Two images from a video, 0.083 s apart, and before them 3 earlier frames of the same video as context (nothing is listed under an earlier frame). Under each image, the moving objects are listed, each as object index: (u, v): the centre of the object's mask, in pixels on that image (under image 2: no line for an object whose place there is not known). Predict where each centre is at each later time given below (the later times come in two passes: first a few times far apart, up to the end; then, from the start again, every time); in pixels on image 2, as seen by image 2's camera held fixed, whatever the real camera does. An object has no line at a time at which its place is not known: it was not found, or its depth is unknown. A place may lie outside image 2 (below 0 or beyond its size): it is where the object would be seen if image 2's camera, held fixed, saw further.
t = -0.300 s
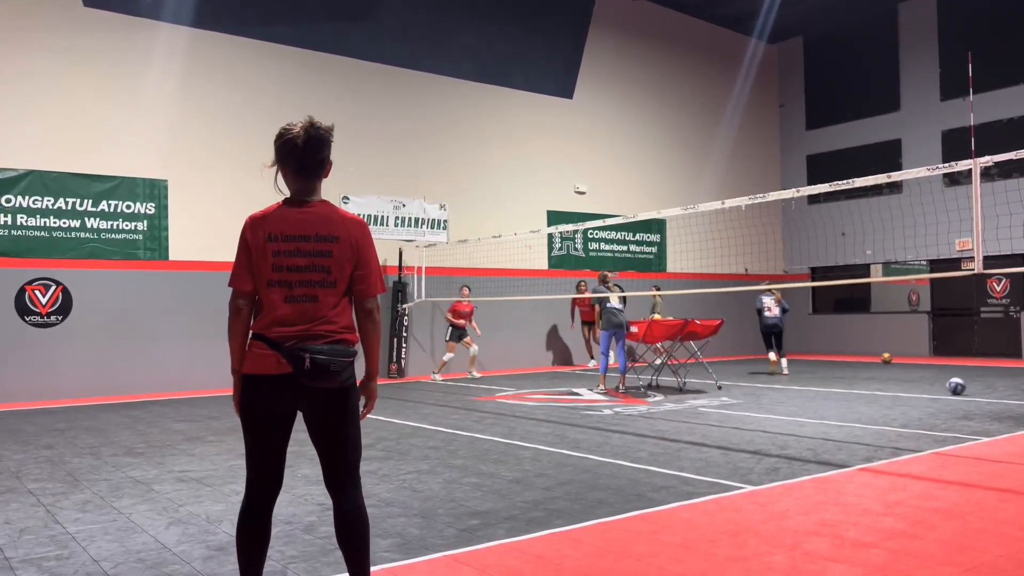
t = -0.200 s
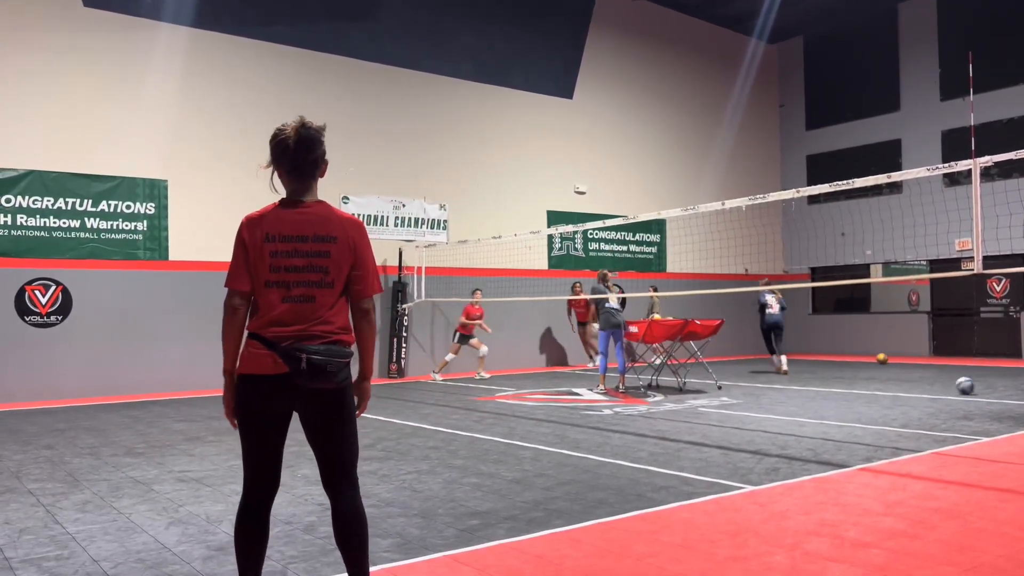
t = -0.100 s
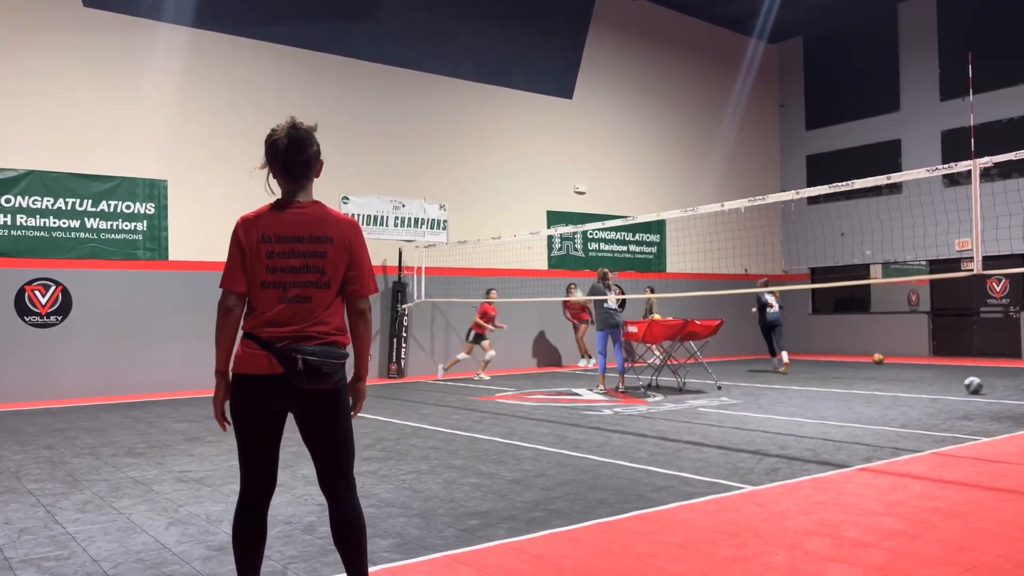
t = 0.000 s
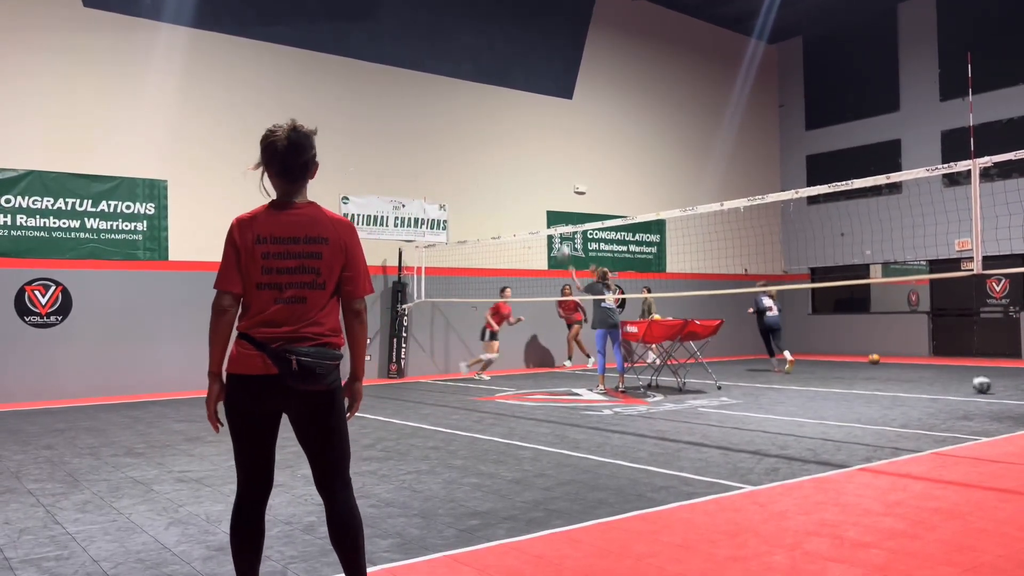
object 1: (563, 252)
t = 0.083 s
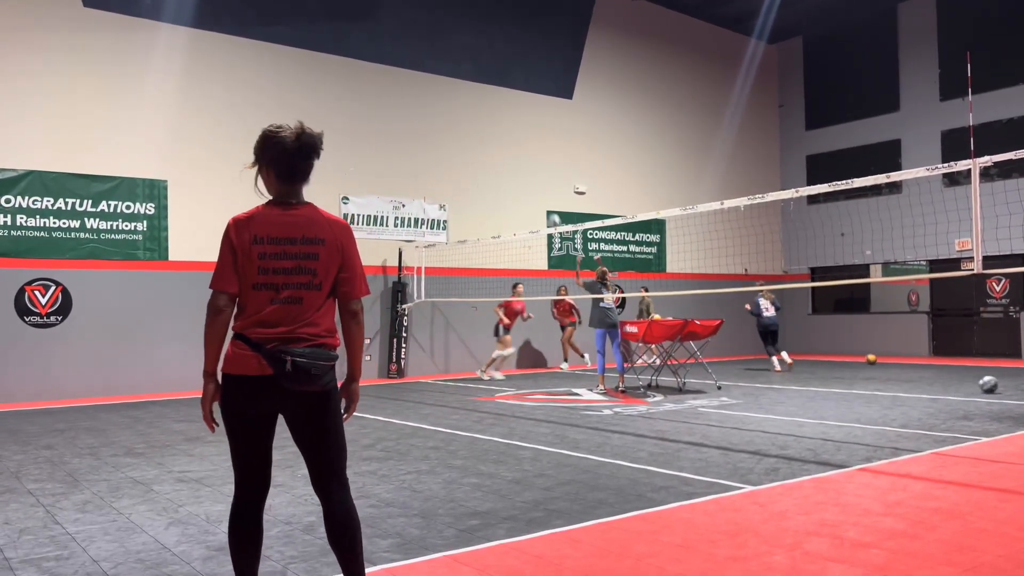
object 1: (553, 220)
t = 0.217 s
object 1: (538, 184)
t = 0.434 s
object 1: (517, 149)
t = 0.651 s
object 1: (498, 144)
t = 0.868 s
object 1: (480, 168)
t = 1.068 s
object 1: (466, 211)
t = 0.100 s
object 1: (551, 216)
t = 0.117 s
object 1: (549, 211)
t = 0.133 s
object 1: (547, 206)
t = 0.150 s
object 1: (546, 202)
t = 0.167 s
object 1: (543, 197)
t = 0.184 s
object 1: (542, 192)
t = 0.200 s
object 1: (540, 188)
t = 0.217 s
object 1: (538, 184)
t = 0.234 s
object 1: (537, 180)
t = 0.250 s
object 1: (535, 177)
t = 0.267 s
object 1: (533, 173)
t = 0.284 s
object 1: (531, 170)
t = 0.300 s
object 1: (530, 167)
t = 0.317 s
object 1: (528, 164)
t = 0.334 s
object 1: (526, 161)
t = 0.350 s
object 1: (525, 159)
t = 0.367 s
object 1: (523, 157)
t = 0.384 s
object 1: (522, 154)
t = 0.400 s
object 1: (520, 152)
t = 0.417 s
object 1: (519, 151)
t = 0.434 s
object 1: (517, 149)
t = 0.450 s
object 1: (515, 148)
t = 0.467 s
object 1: (514, 146)
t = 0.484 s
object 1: (513, 145)
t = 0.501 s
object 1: (511, 145)
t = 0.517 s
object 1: (510, 144)
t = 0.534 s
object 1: (508, 143)
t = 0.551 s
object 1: (507, 143)
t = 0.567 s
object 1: (505, 143)
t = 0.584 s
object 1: (504, 143)
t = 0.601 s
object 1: (502, 143)
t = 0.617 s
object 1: (501, 143)
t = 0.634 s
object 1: (499, 144)
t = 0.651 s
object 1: (498, 144)
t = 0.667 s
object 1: (497, 145)
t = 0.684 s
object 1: (495, 146)
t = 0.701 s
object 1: (494, 147)
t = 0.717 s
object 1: (492, 148)
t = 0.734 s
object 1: (491, 150)
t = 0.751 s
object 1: (489, 152)
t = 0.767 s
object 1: (488, 154)
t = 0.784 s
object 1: (487, 156)
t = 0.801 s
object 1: (485, 158)
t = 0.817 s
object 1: (484, 160)
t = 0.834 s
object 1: (483, 162)
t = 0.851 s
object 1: (482, 165)
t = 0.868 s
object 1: (480, 168)
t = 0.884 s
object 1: (479, 170)
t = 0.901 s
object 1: (478, 173)
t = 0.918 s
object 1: (477, 176)
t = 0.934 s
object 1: (475, 180)
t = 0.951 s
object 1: (474, 183)
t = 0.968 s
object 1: (473, 187)
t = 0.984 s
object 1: (472, 190)
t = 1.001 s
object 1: (471, 194)
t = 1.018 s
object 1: (469, 198)
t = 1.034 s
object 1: (468, 202)
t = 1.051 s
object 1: (466, 207)
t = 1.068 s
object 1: (466, 211)
